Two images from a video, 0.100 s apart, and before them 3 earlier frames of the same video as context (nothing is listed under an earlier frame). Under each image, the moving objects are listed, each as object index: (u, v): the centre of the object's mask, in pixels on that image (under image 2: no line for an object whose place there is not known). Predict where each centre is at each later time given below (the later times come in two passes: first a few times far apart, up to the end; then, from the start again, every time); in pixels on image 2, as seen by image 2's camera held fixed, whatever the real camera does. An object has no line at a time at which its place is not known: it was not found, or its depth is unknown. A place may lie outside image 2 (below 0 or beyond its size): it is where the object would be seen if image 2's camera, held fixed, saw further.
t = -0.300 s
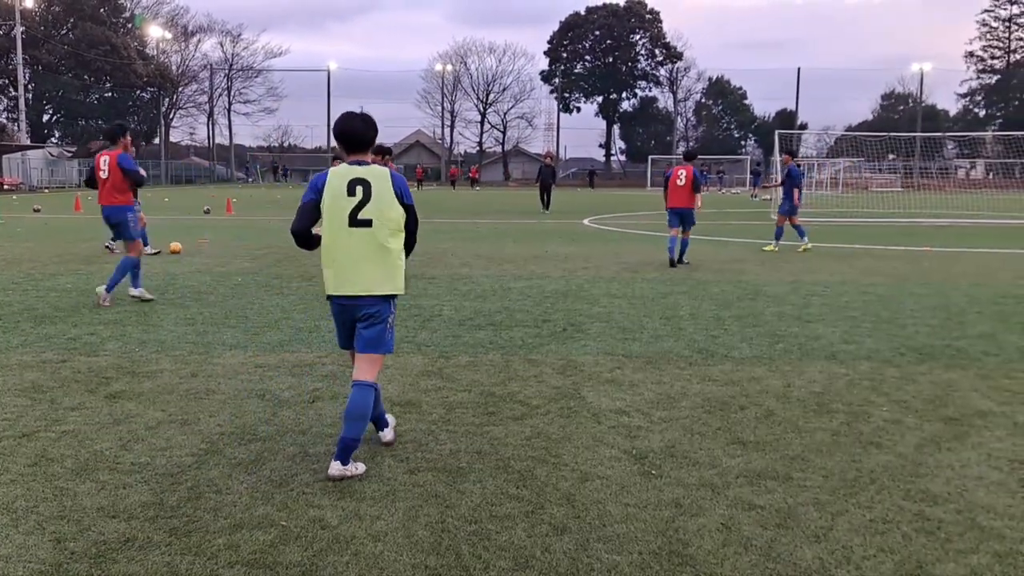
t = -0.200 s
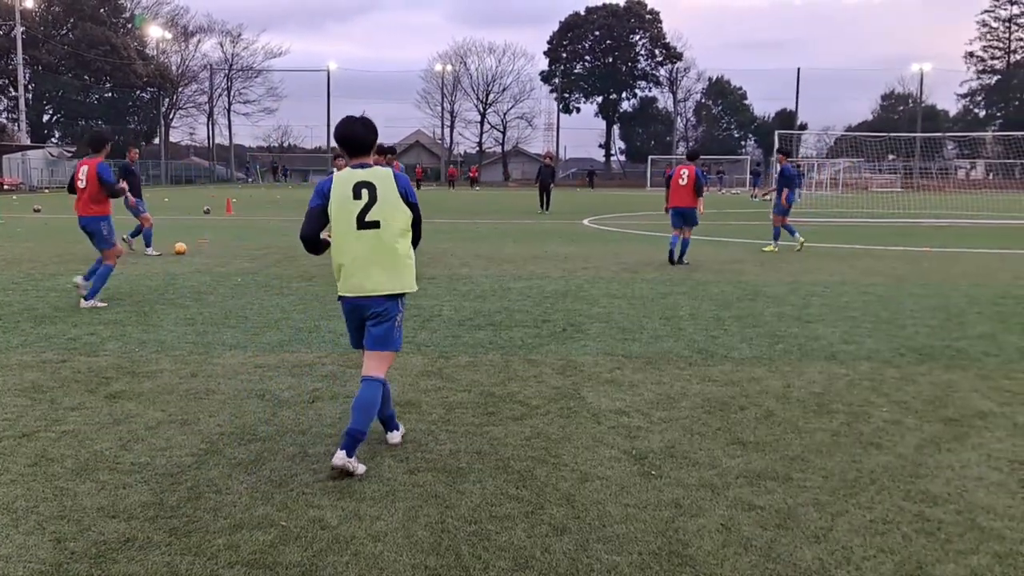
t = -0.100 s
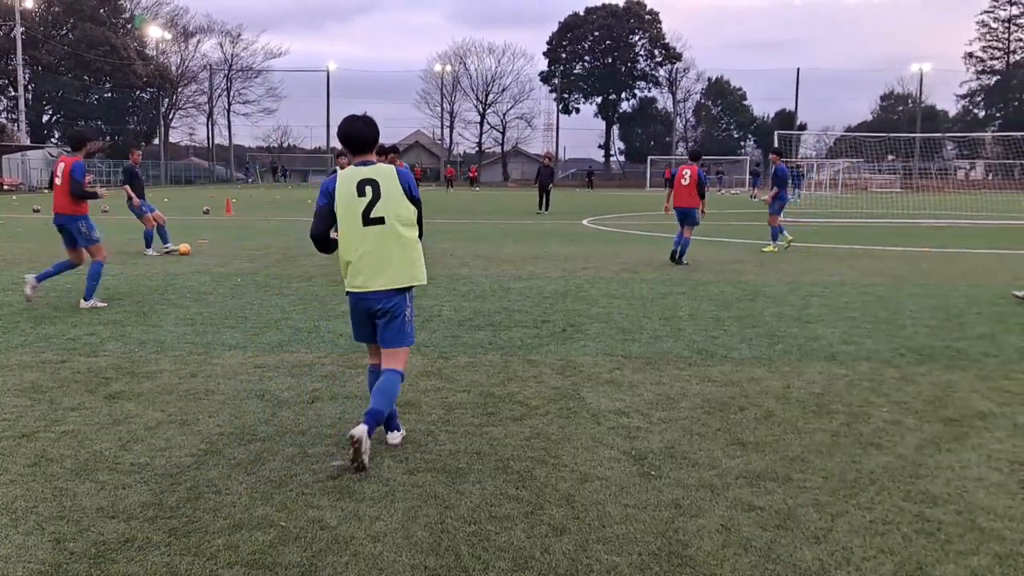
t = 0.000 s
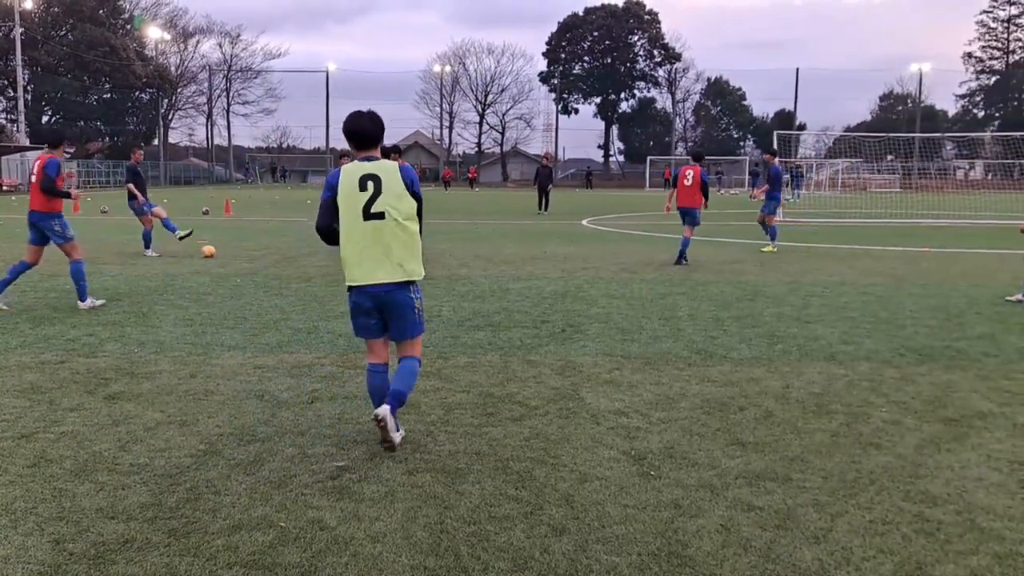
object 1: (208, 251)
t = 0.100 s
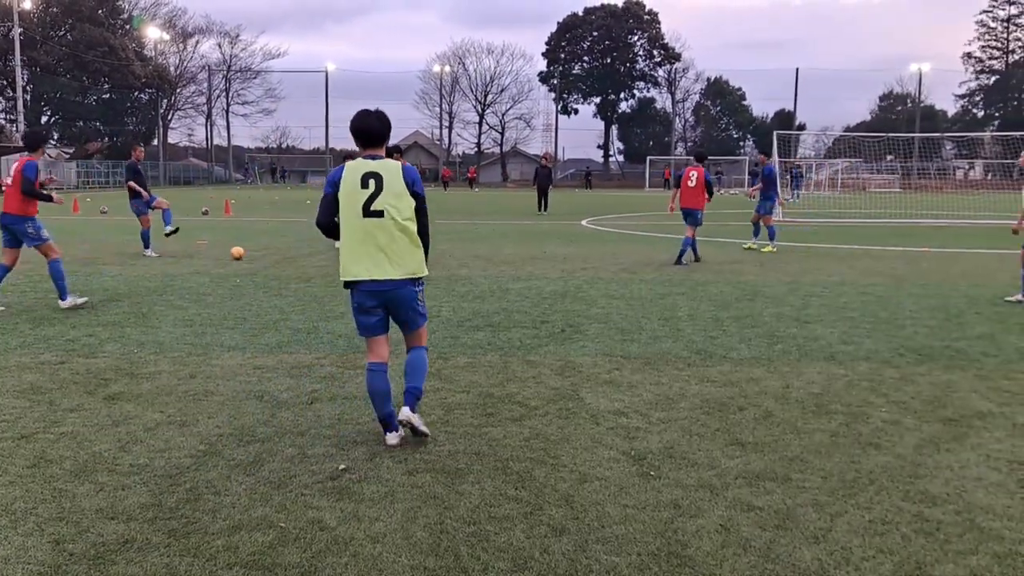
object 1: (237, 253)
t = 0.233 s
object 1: (275, 257)
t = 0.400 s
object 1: (322, 261)
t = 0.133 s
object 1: (247, 254)
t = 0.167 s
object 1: (257, 256)
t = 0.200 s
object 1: (266, 257)
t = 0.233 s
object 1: (275, 257)
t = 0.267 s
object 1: (285, 257)
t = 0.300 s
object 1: (294, 259)
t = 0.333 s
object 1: (304, 259)
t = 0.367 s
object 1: (313, 260)
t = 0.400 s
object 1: (322, 261)
